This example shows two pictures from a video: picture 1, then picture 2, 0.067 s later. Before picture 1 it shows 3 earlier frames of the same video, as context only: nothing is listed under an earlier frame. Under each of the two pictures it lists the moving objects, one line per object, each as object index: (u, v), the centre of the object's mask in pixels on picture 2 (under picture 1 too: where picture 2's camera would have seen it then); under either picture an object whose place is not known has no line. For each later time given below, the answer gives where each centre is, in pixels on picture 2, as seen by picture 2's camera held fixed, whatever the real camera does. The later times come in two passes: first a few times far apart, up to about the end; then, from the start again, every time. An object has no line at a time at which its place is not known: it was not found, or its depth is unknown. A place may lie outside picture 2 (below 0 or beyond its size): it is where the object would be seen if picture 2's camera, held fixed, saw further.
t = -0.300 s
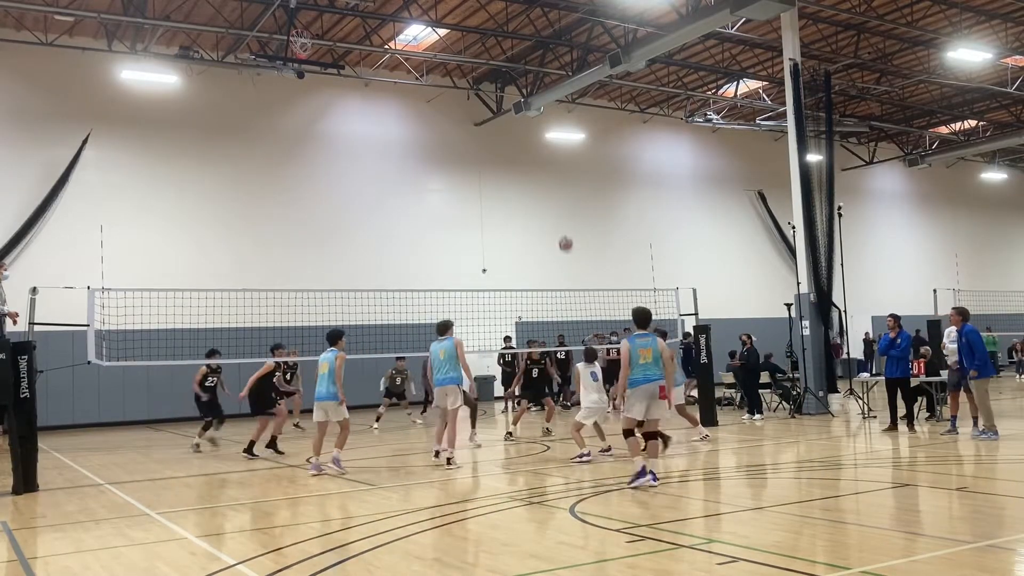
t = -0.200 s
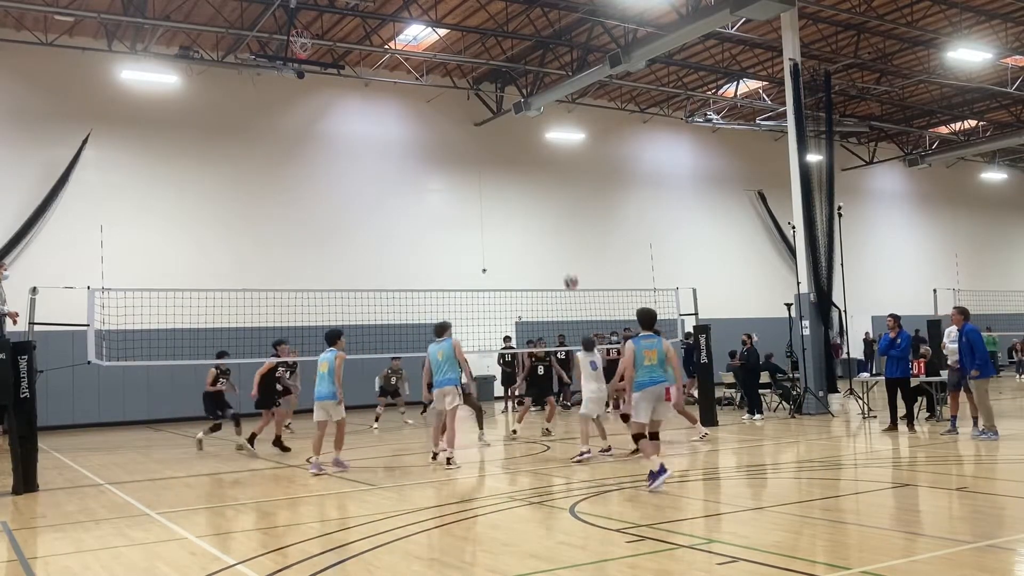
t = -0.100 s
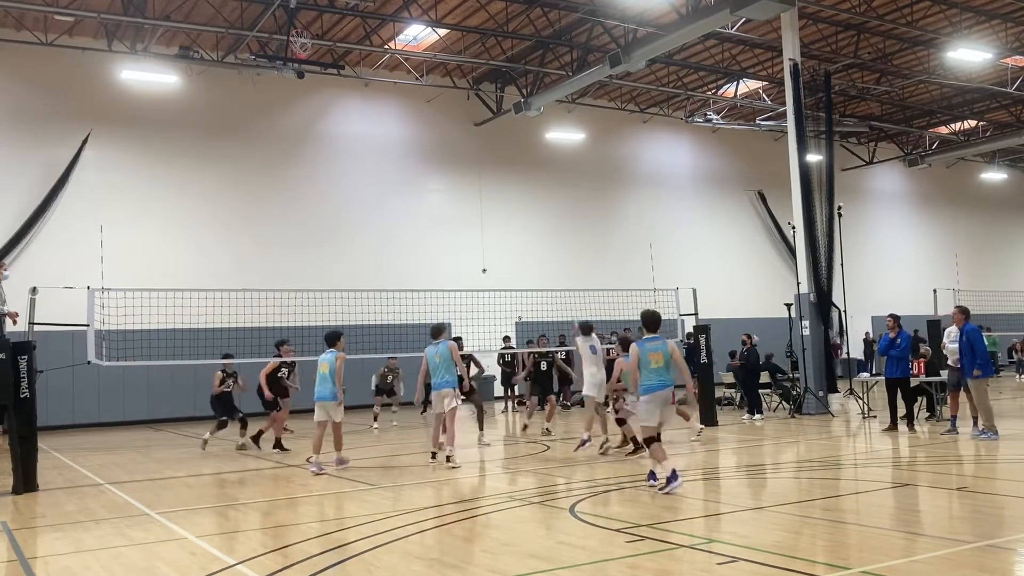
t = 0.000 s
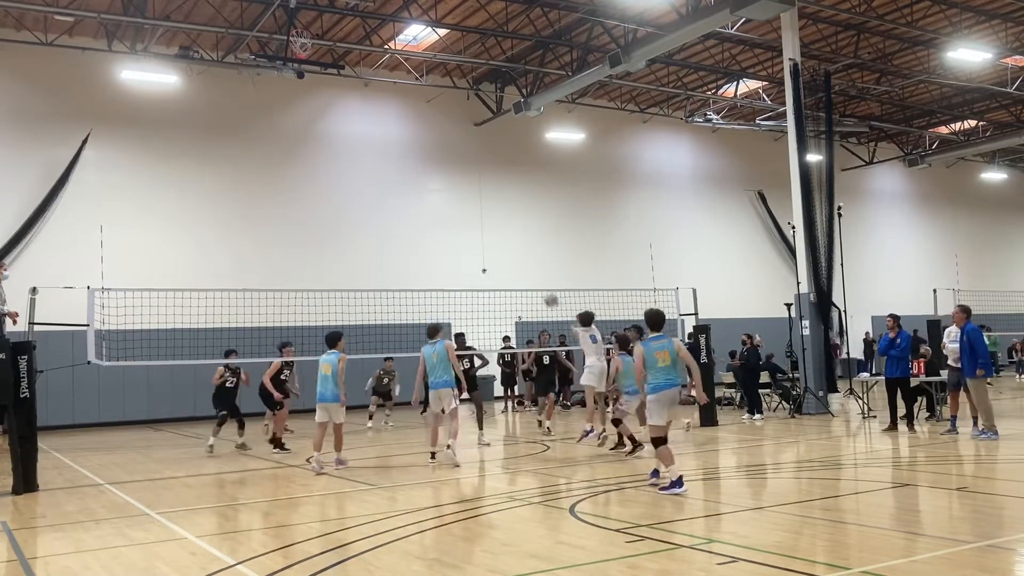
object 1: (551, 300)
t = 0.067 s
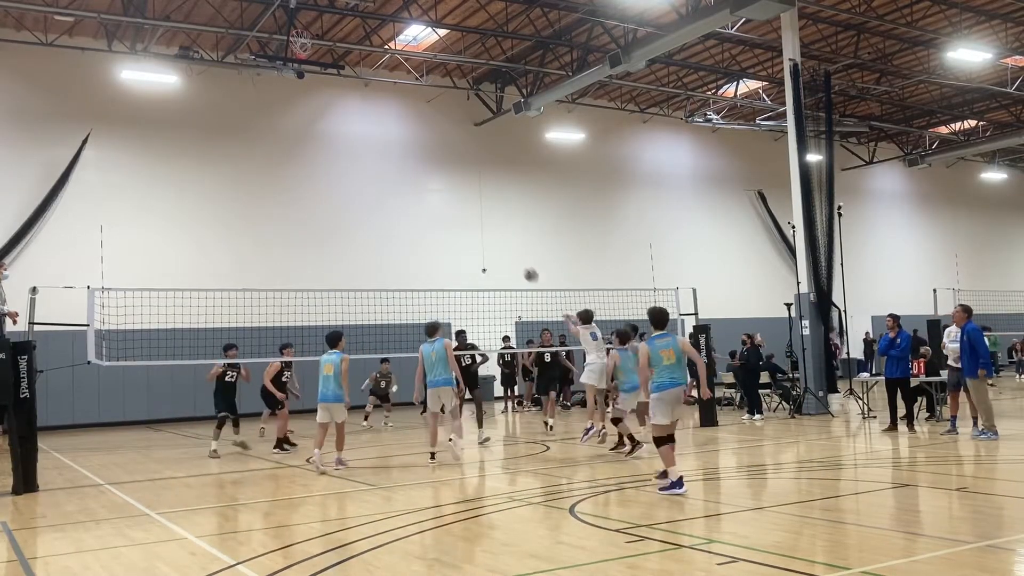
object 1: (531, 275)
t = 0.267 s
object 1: (474, 222)
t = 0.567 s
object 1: (401, 195)
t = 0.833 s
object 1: (346, 216)
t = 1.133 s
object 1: (293, 282)
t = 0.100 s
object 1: (521, 264)
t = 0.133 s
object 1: (511, 254)
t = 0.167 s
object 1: (502, 245)
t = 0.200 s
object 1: (492, 237)
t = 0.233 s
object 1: (483, 228)
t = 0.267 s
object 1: (474, 222)
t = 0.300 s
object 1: (466, 216)
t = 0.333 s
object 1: (457, 211)
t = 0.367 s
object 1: (448, 207)
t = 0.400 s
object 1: (440, 203)
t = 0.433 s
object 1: (432, 200)
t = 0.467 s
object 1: (424, 197)
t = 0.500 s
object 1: (416, 196)
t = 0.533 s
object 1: (409, 195)
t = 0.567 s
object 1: (401, 195)
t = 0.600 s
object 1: (394, 196)
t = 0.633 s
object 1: (386, 197)
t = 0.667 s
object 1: (379, 199)
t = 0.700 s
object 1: (372, 201)
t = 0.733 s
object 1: (366, 203)
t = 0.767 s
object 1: (359, 207)
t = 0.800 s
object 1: (352, 211)
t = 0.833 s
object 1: (346, 216)
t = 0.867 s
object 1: (339, 221)
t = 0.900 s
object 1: (333, 227)
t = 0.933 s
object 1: (327, 234)
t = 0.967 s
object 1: (321, 240)
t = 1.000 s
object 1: (315, 247)
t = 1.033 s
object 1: (309, 255)
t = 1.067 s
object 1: (303, 264)
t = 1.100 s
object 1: (298, 272)
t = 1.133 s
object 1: (293, 282)
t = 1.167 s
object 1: (288, 292)
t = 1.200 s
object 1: (282, 301)
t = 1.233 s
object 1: (276, 312)
